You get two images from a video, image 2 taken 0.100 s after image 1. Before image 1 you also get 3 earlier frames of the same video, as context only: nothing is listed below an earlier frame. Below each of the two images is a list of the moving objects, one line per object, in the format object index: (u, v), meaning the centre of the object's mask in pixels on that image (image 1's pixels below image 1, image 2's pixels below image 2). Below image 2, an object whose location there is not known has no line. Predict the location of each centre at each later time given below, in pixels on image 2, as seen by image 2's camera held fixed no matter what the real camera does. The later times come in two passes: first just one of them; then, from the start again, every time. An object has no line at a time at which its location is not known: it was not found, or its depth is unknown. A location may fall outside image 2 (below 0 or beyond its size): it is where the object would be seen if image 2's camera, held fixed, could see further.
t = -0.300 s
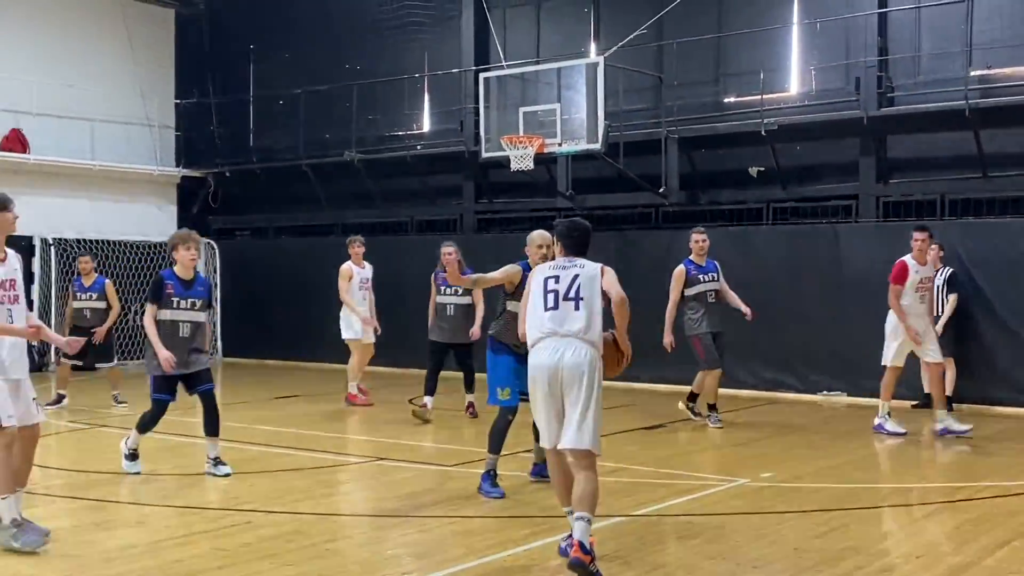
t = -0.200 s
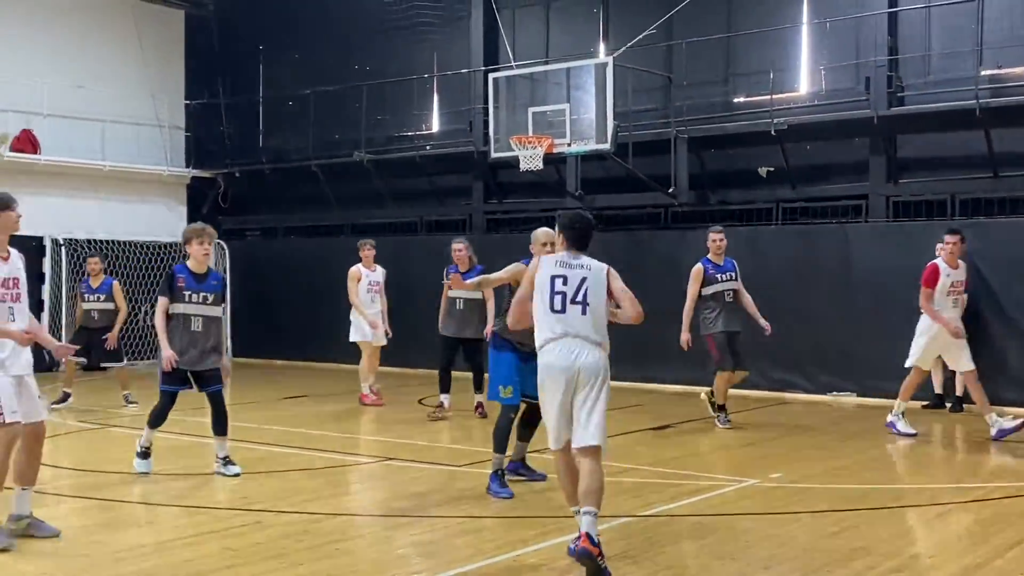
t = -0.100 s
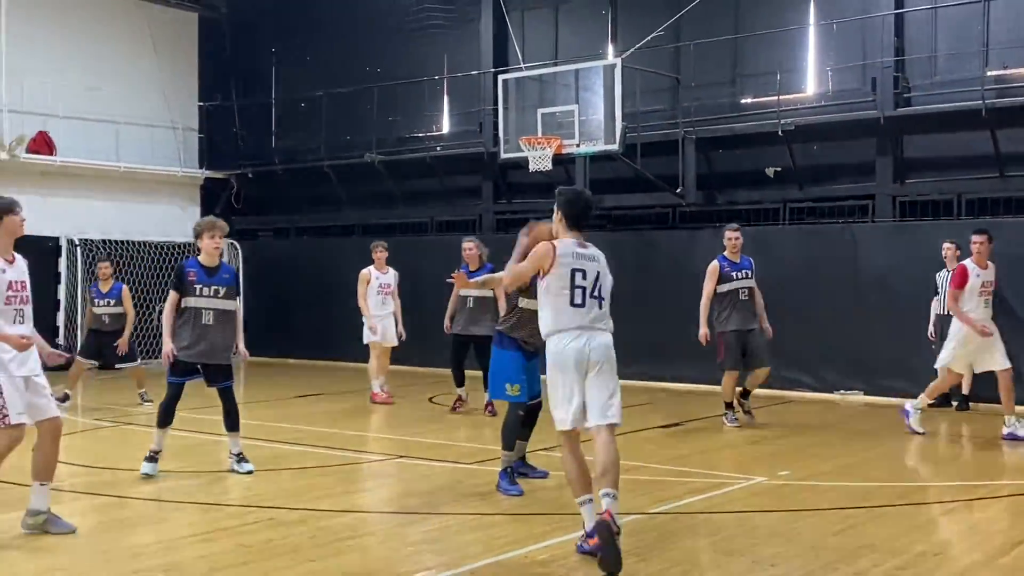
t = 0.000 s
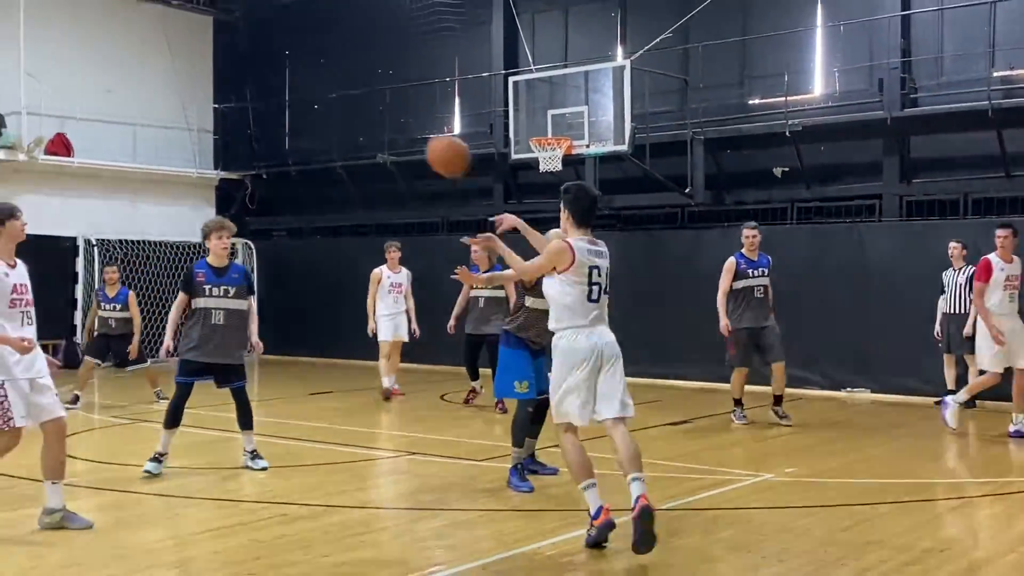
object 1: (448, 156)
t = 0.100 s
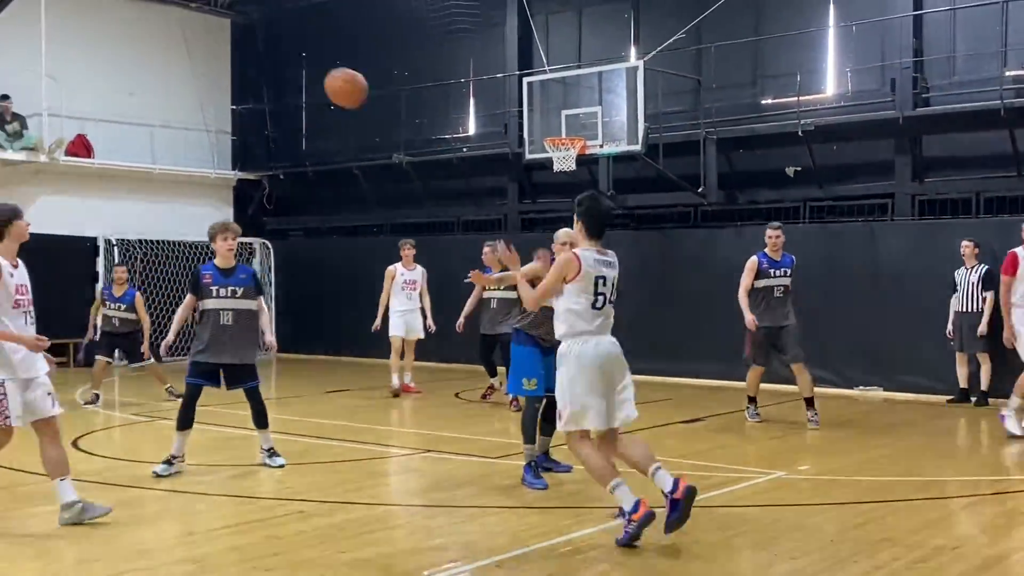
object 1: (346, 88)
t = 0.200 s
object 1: (244, 42)
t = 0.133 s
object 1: (310, 71)
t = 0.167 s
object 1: (276, 55)
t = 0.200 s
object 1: (244, 42)
